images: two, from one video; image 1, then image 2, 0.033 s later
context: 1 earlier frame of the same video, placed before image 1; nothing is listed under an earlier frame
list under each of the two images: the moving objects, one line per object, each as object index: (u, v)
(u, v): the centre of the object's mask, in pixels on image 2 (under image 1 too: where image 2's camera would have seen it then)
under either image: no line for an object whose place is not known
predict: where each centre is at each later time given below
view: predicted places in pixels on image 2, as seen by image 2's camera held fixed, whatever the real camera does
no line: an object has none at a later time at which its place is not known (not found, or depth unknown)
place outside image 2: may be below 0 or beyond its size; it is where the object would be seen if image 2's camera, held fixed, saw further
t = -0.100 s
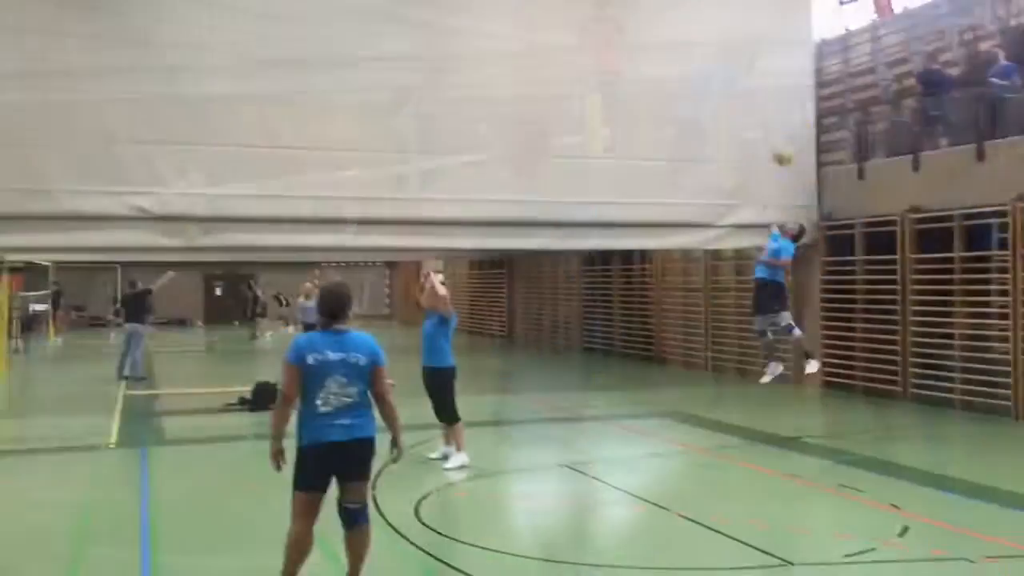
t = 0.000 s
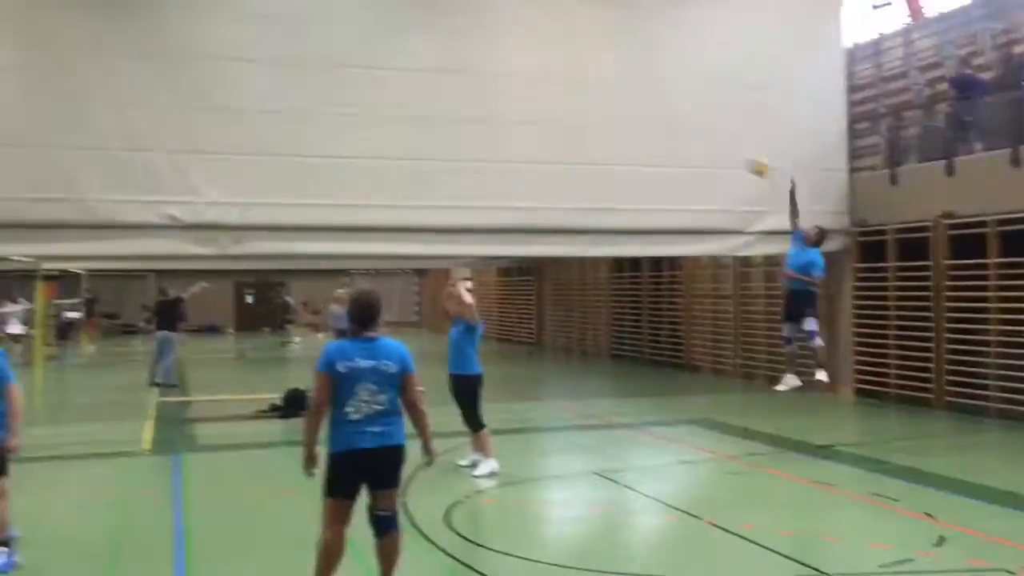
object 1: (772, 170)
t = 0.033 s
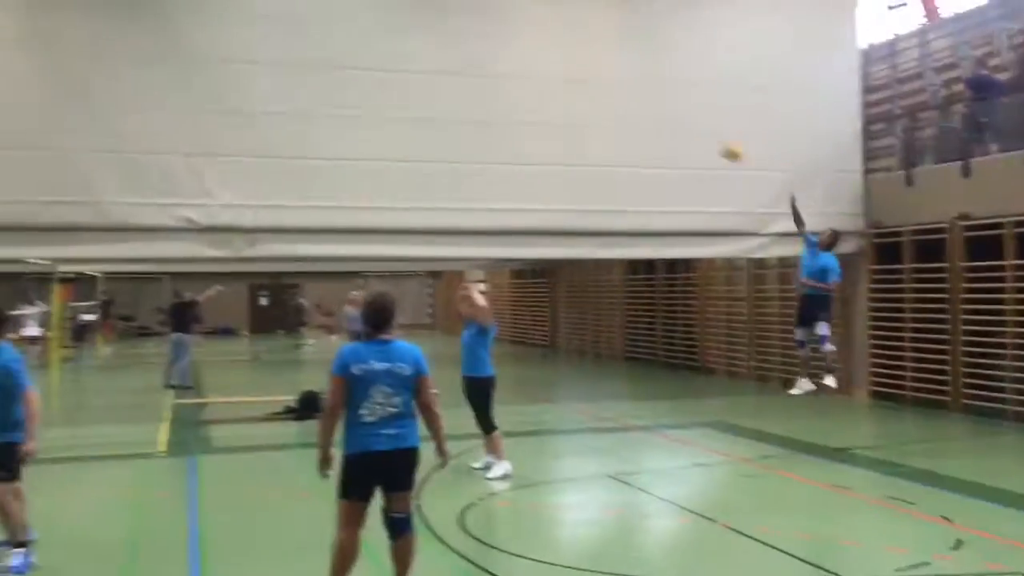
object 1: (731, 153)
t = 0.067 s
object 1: (688, 136)
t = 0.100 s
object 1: (645, 121)
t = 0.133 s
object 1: (602, 108)
